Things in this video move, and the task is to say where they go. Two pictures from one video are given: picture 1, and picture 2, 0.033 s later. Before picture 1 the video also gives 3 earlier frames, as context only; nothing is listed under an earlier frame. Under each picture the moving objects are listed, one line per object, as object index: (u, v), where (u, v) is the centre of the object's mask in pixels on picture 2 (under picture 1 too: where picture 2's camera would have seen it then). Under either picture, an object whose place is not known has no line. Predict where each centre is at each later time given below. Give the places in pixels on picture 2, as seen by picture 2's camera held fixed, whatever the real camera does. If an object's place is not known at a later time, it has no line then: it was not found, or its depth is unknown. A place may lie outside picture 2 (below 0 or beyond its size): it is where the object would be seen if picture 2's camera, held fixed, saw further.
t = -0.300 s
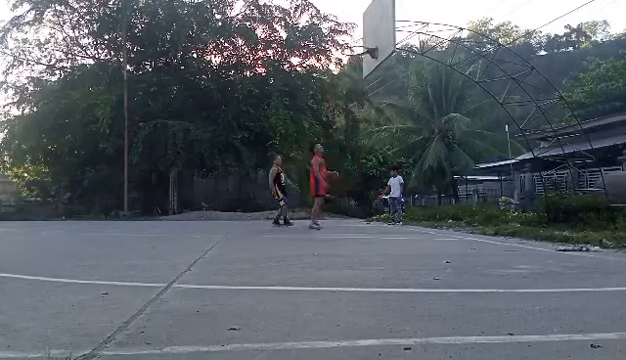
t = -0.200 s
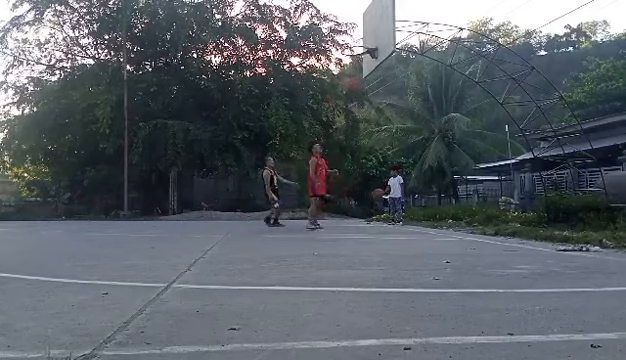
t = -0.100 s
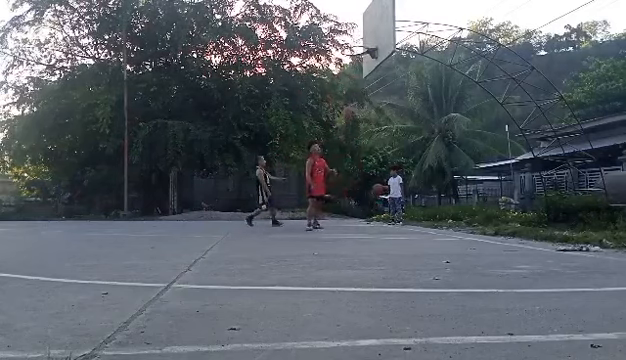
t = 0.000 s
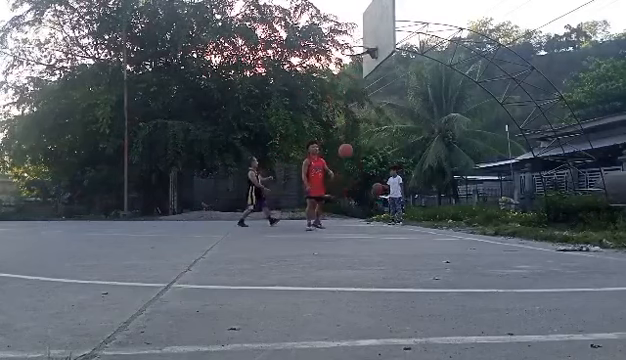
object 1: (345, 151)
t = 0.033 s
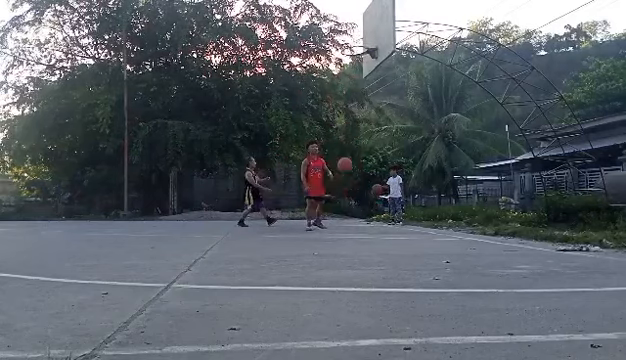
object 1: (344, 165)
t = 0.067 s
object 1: (344, 179)
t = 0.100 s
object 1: (343, 195)
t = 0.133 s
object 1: (342, 212)
